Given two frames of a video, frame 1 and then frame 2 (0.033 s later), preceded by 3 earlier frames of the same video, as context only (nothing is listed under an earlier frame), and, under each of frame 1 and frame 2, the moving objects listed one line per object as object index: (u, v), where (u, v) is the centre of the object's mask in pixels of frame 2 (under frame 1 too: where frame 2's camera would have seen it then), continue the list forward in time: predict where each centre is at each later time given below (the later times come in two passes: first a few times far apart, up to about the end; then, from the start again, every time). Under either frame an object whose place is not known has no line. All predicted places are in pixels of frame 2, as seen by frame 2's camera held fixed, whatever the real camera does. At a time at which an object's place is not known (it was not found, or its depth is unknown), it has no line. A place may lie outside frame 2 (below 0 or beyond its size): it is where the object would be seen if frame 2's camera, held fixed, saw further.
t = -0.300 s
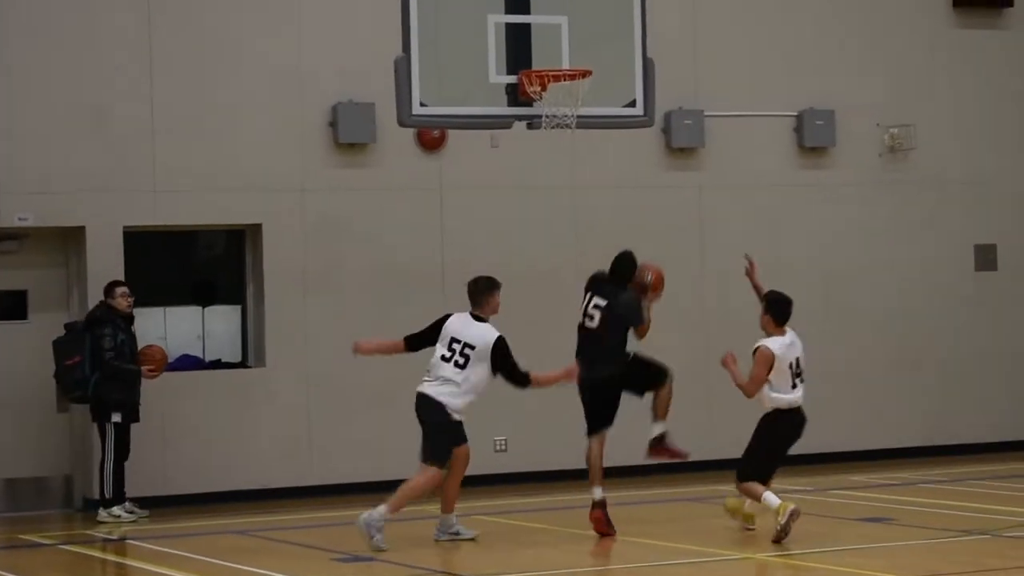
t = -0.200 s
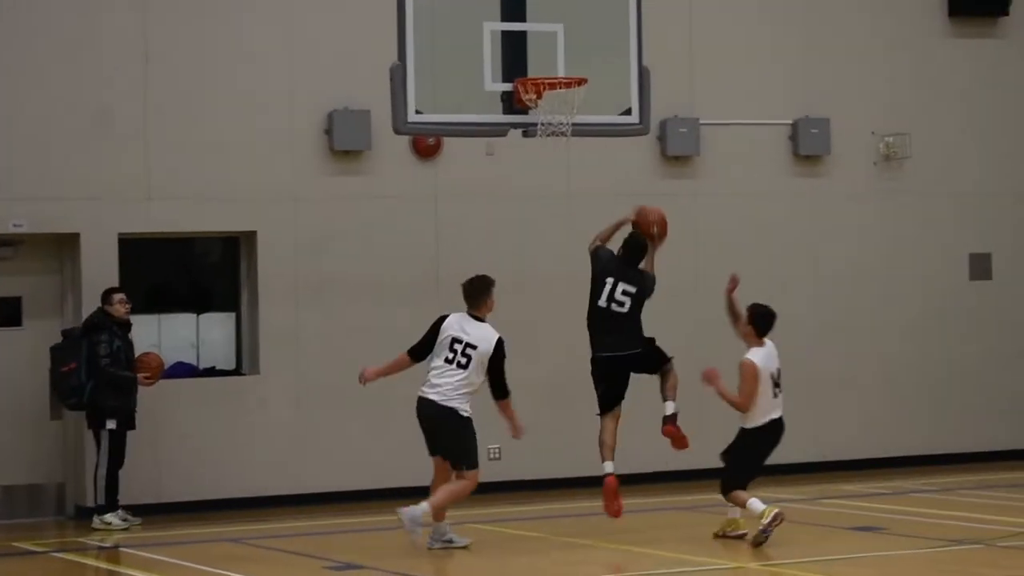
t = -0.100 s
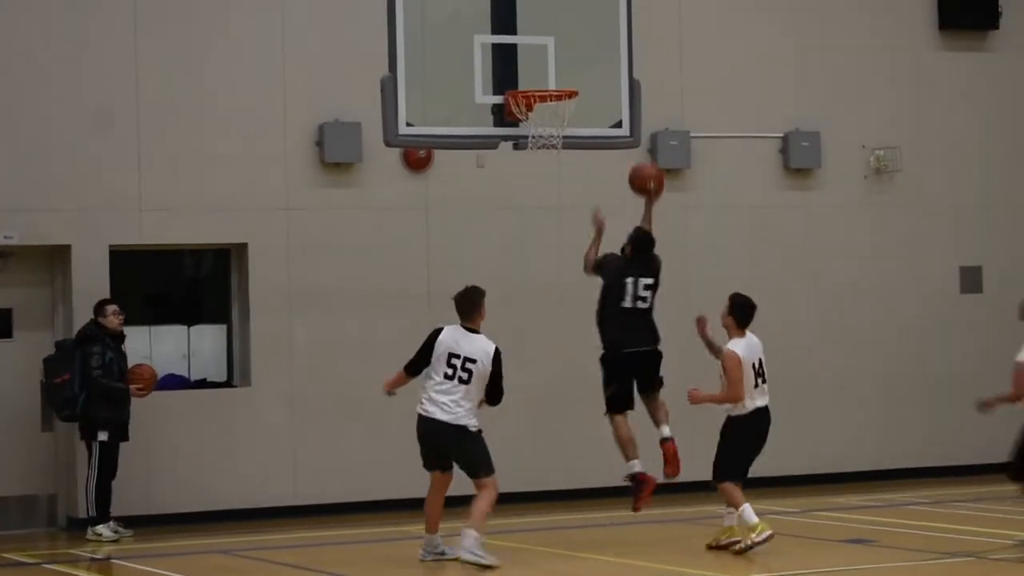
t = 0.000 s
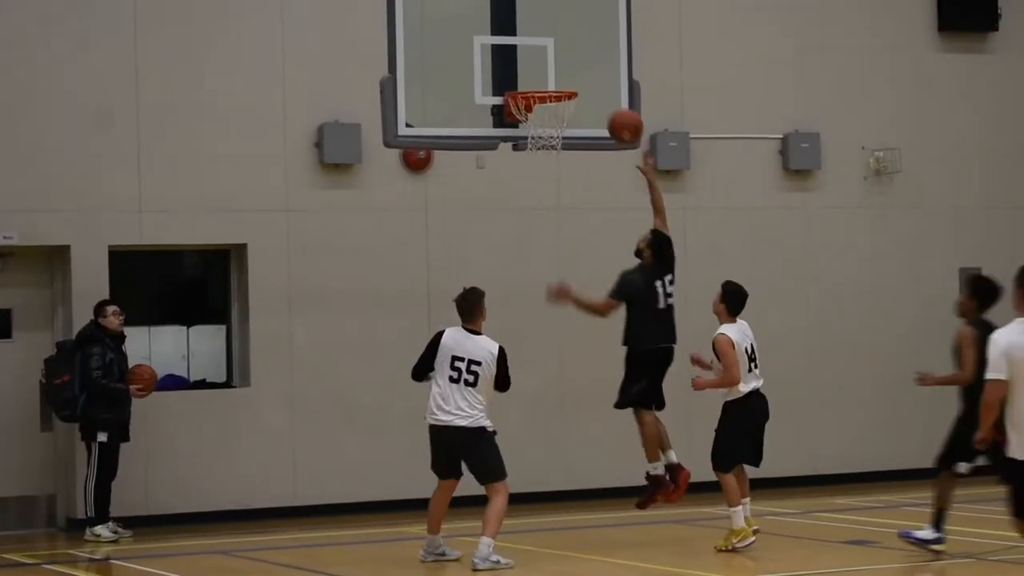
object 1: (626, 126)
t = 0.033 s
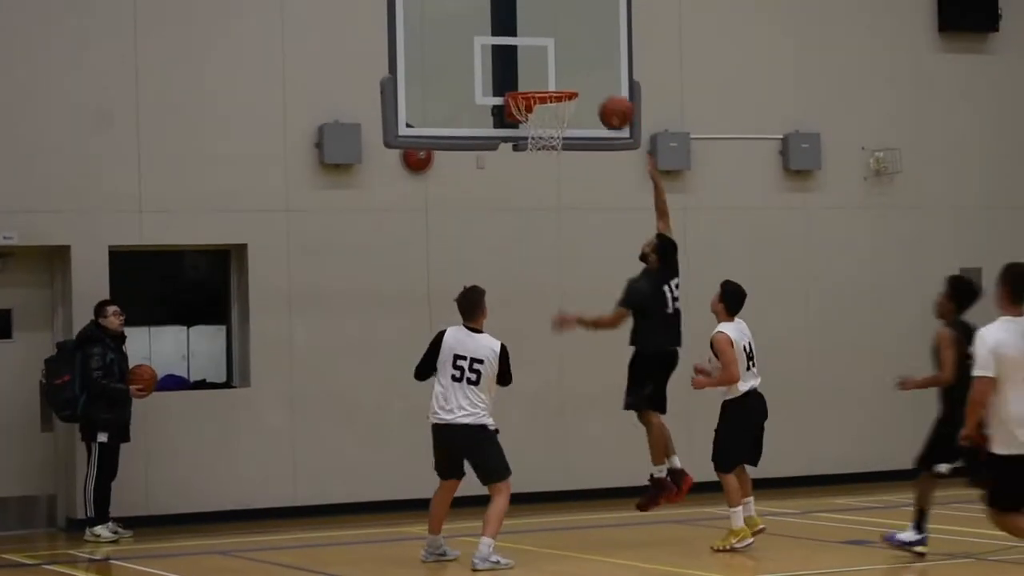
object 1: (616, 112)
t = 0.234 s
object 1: (561, 60)
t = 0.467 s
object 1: (545, 77)
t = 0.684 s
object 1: (538, 159)
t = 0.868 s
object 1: (538, 258)
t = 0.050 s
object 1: (611, 106)
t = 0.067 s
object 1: (607, 100)
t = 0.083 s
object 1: (602, 94)
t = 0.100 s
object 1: (598, 88)
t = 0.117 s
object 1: (593, 83)
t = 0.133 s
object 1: (589, 78)
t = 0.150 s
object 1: (584, 74)
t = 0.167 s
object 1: (579, 70)
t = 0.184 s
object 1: (574, 68)
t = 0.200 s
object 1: (570, 64)
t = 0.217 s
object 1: (566, 62)
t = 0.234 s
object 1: (561, 60)
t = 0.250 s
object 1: (556, 58)
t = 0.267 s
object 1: (555, 57)
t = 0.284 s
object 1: (555, 57)
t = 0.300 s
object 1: (554, 57)
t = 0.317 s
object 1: (553, 58)
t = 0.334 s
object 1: (552, 59)
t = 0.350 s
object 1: (551, 60)
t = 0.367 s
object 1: (551, 62)
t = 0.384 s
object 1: (550, 64)
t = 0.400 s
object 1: (549, 66)
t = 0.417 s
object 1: (548, 69)
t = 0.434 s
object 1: (547, 72)
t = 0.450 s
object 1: (546, 75)
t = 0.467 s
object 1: (545, 77)
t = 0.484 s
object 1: (545, 80)
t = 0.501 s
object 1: (544, 82)
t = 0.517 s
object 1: (544, 91)
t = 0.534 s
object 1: (543, 102)
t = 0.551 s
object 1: (543, 109)
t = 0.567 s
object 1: (542, 113)
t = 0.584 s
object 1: (541, 121)
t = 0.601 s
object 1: (540, 126)
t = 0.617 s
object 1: (539, 134)
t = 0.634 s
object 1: (539, 139)
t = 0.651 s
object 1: (539, 146)
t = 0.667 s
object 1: (538, 152)
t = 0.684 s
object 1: (538, 159)
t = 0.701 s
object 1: (538, 166)
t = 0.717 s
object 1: (538, 172)
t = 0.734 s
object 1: (538, 180)
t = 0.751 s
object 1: (538, 188)
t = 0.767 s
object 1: (537, 196)
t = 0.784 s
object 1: (537, 206)
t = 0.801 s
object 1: (537, 215)
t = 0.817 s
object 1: (538, 226)
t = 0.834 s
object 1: (540, 238)
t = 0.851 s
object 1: (539, 248)
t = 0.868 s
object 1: (538, 258)
